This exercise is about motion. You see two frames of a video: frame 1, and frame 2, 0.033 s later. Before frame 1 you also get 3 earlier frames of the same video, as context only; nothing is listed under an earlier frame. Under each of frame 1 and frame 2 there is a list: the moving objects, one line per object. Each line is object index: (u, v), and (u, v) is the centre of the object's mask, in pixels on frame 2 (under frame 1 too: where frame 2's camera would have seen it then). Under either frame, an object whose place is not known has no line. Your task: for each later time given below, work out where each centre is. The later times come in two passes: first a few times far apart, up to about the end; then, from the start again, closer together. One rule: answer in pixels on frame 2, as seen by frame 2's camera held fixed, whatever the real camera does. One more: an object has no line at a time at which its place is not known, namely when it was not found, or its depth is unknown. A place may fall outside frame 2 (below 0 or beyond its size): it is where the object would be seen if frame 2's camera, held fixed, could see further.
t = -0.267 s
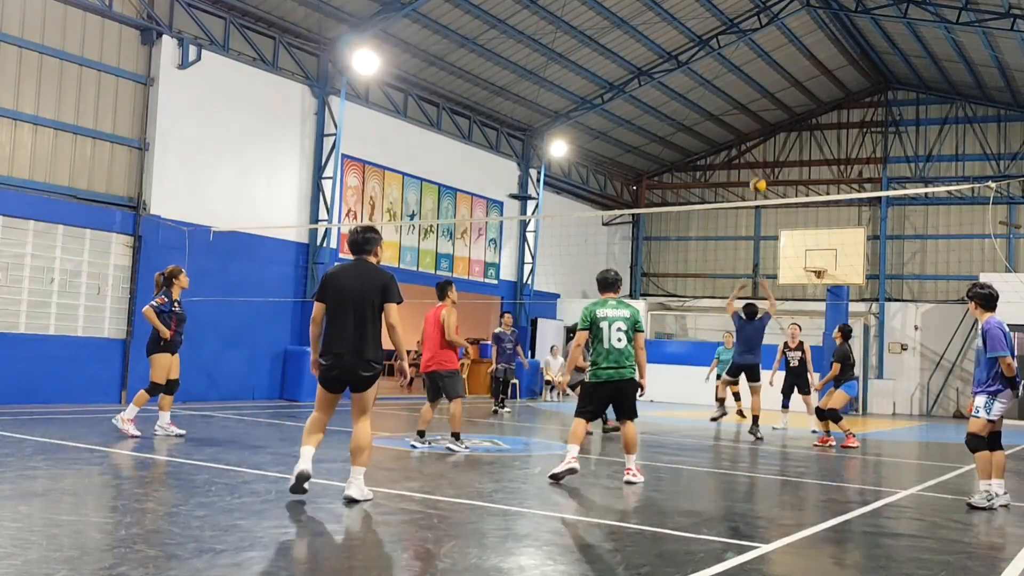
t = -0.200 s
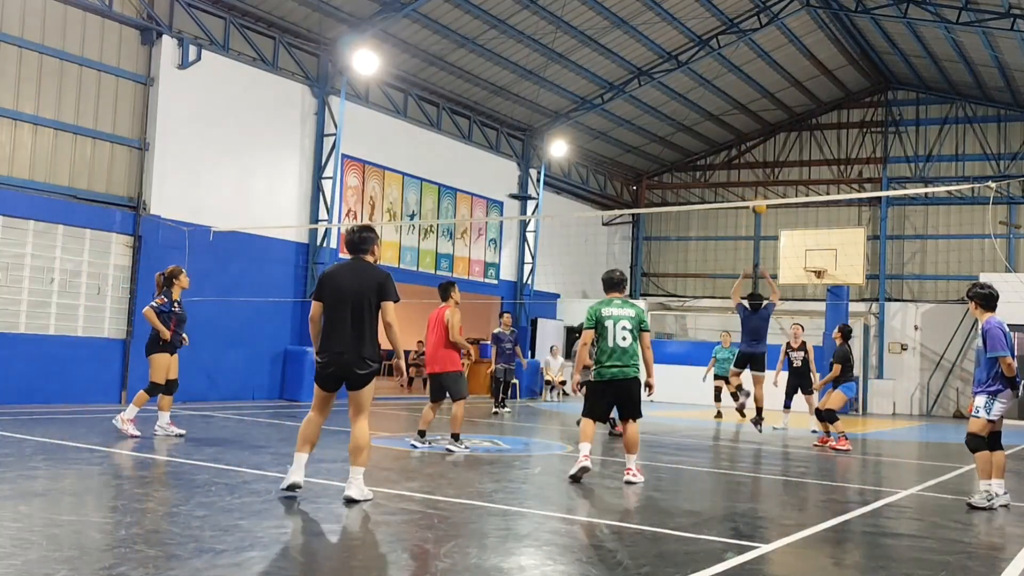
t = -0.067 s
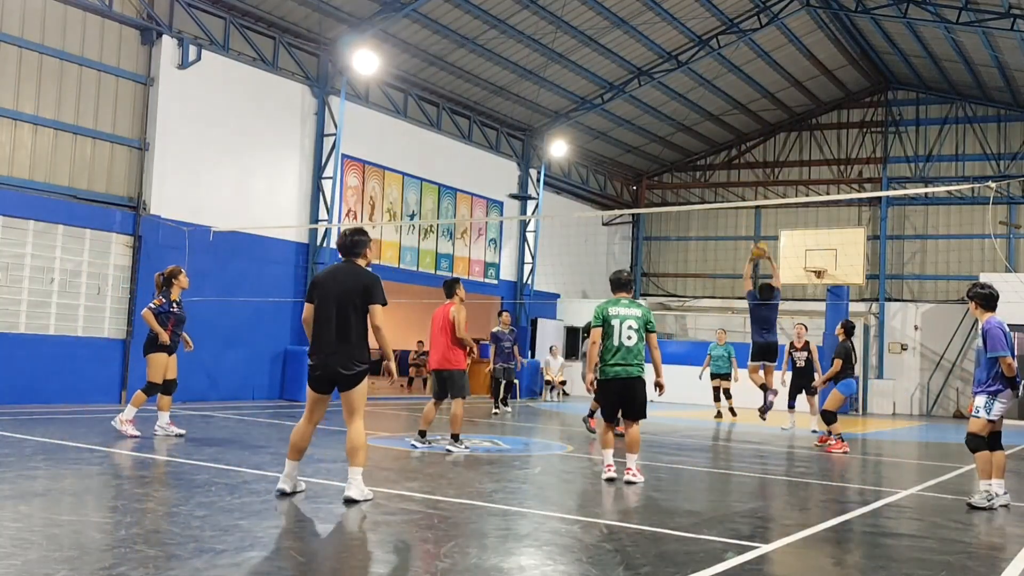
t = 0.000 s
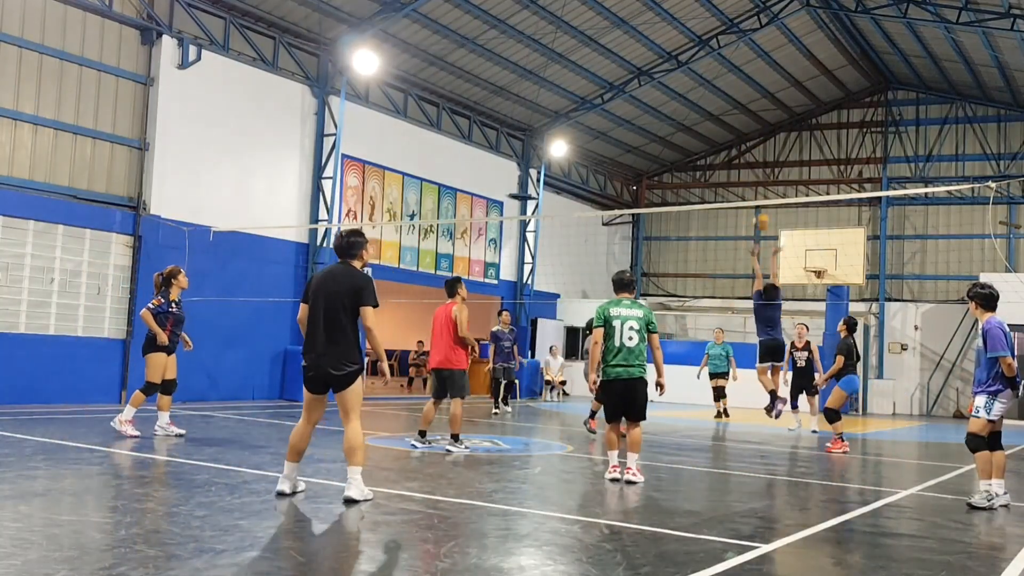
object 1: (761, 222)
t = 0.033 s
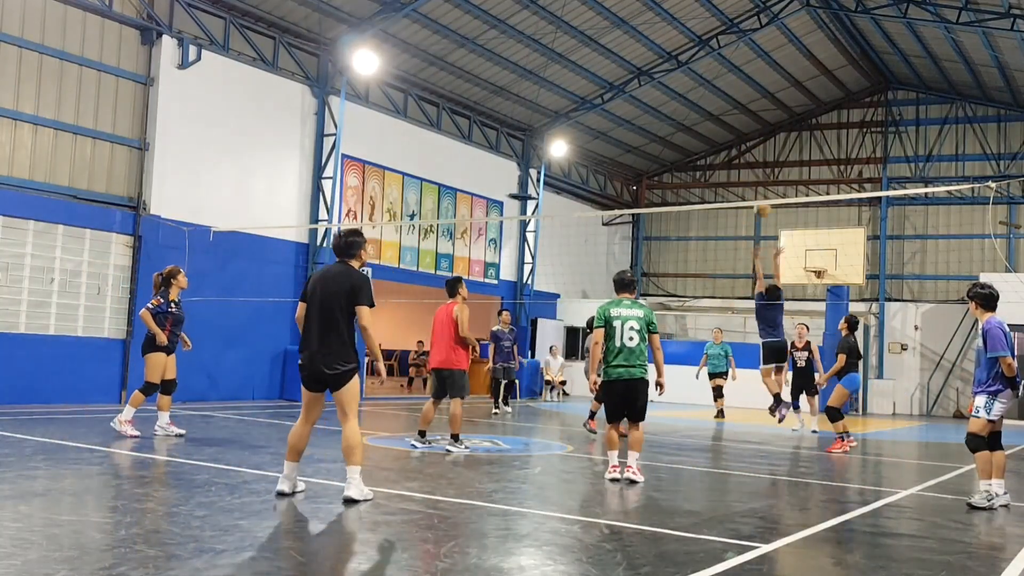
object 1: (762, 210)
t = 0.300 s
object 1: (771, 131)
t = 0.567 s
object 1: (777, 106)
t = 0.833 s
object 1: (781, 136)
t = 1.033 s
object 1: (782, 193)
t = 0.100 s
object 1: (765, 184)
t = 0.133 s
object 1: (766, 173)
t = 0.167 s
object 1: (767, 162)
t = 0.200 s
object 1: (768, 154)
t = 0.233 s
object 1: (769, 145)
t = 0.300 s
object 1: (771, 131)
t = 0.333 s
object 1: (772, 125)
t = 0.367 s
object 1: (773, 120)
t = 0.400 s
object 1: (774, 115)
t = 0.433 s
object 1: (775, 112)
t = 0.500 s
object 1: (776, 107)
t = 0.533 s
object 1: (777, 106)
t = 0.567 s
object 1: (777, 106)
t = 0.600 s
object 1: (778, 107)
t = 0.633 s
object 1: (779, 108)
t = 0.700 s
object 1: (780, 114)
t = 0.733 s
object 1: (780, 118)
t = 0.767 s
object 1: (780, 123)
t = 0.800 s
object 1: (781, 129)
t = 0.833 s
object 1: (781, 136)
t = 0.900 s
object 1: (782, 153)
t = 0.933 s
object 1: (782, 162)
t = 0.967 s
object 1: (783, 173)
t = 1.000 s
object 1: (783, 185)
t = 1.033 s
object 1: (782, 193)
